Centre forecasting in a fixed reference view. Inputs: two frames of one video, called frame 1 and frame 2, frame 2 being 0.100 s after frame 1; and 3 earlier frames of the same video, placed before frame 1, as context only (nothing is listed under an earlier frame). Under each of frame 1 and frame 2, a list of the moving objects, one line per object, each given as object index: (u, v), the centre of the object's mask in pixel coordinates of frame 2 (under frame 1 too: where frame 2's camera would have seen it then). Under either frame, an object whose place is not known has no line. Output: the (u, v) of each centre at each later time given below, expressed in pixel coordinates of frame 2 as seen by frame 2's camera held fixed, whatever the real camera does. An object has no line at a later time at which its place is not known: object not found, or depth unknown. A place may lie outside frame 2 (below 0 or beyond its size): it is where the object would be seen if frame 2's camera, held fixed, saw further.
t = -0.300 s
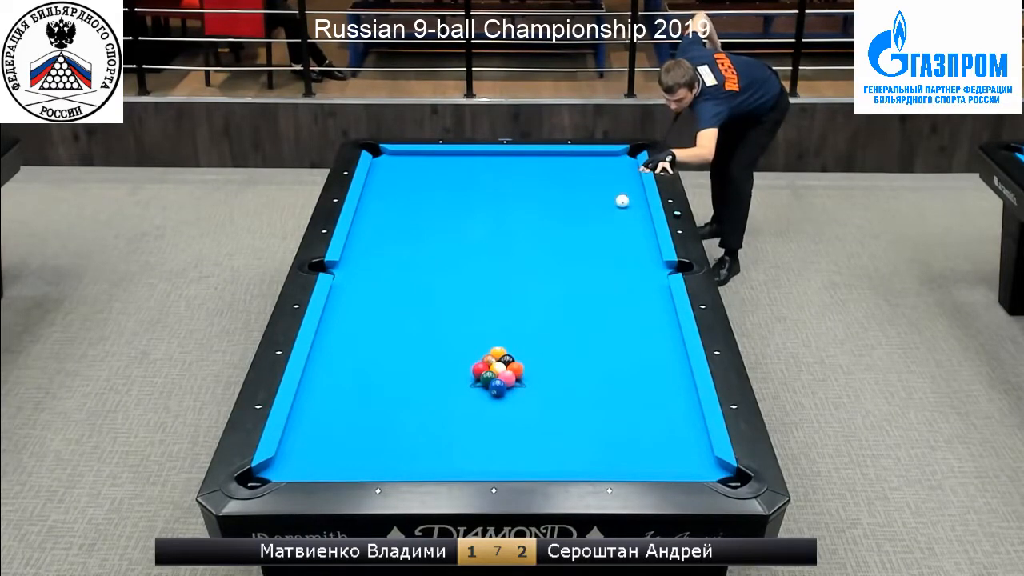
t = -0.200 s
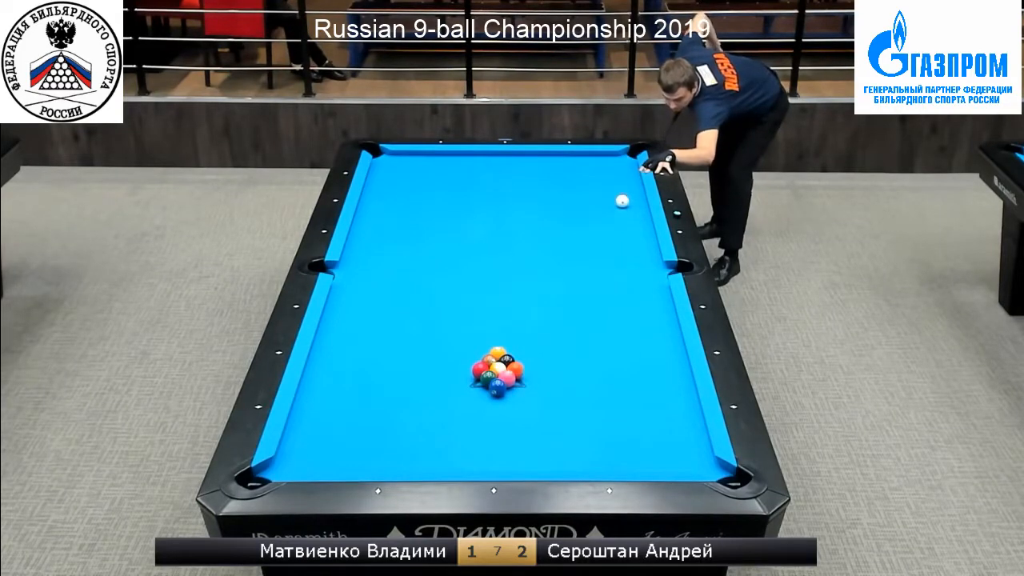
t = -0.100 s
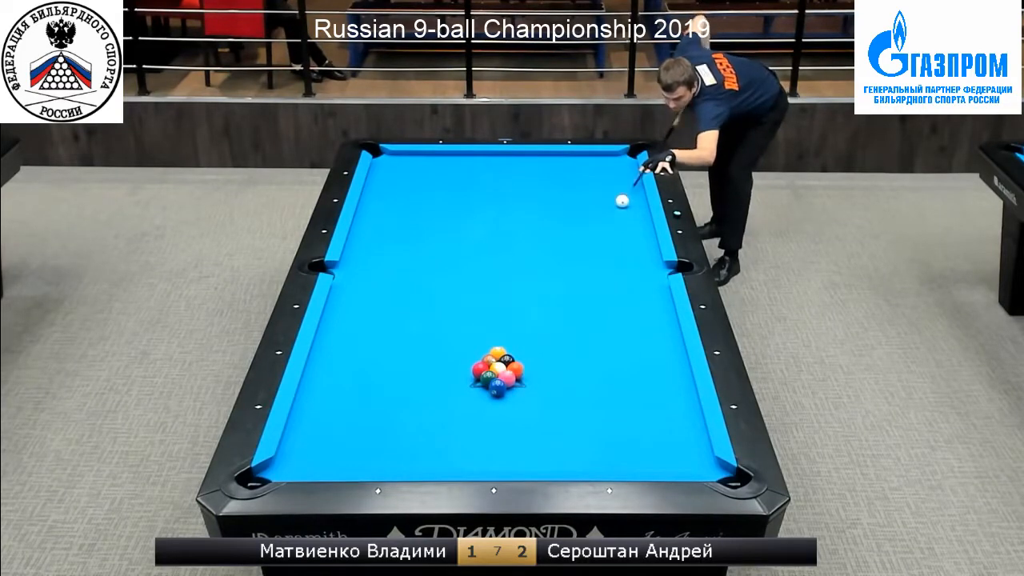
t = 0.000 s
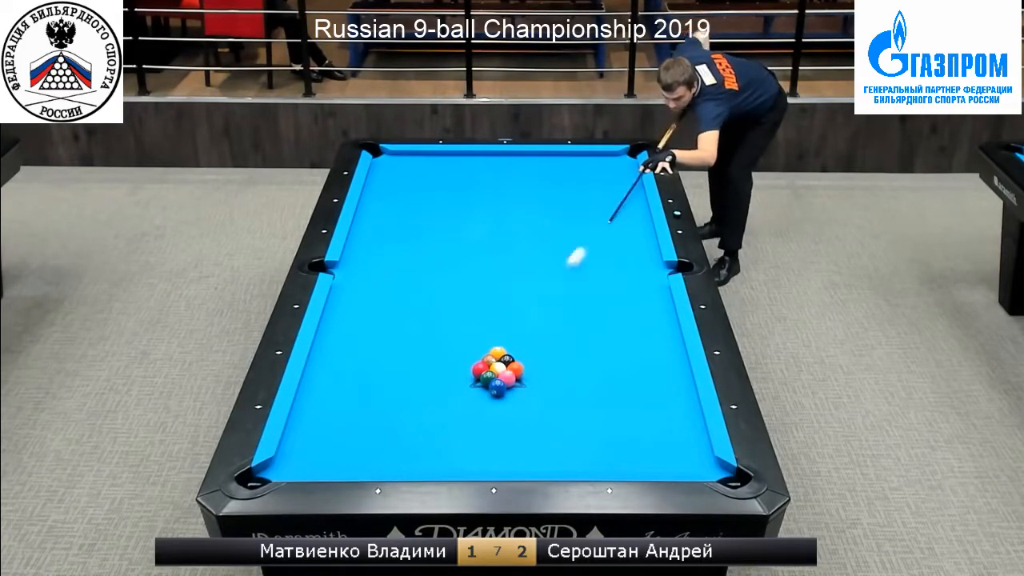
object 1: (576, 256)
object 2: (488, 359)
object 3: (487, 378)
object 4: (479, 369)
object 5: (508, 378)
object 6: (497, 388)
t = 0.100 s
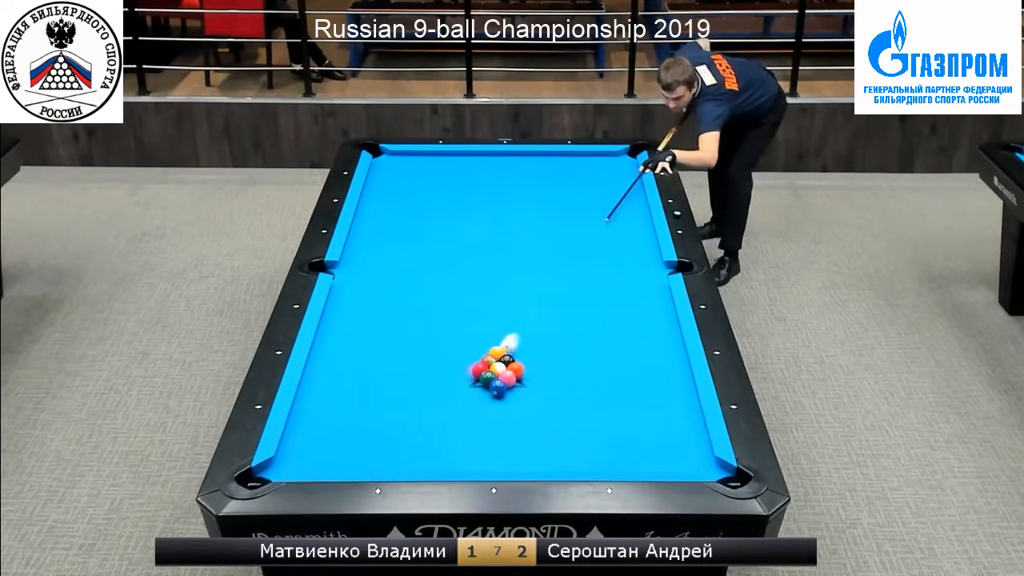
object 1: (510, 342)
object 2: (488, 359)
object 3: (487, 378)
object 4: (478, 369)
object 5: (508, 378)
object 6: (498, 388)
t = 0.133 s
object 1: (517, 347)
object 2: (475, 362)
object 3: (487, 383)
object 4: (439, 383)
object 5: (512, 384)
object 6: (506, 400)
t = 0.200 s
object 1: (536, 350)
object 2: (449, 359)
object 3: (483, 389)
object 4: (351, 413)
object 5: (524, 397)
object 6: (529, 429)
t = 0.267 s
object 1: (553, 353)
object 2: (425, 357)
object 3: (480, 394)
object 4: (303, 440)
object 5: (535, 407)
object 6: (550, 456)
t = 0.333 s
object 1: (568, 355)
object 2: (404, 355)
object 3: (477, 399)
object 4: (361, 456)
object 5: (545, 417)
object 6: (565, 459)
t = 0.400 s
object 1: (582, 356)
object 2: (385, 353)
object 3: (474, 404)
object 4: (417, 463)
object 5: (555, 427)
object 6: (574, 441)
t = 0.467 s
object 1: (596, 358)
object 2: (366, 351)
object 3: (471, 409)
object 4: (467, 452)
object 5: (555, 434)
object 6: (593, 428)
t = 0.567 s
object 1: (617, 361)
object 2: (338, 347)
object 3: (466, 416)
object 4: (532, 436)
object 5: (551, 444)
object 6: (624, 411)
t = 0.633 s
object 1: (631, 362)
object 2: (319, 346)
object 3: (463, 421)
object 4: (572, 426)
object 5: (549, 451)
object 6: (641, 402)
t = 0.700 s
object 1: (645, 364)
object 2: (332, 341)
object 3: (460, 426)
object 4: (607, 418)
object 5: (548, 458)
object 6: (659, 392)
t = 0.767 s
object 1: (659, 365)
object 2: (346, 338)
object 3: (457, 431)
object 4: (641, 410)
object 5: (546, 463)
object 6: (676, 384)
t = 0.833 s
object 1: (670, 365)
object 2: (356, 334)
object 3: (454, 437)
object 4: (673, 402)
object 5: (545, 462)
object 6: (683, 377)
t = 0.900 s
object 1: (670, 355)
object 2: (366, 331)
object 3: (450, 442)
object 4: (679, 393)
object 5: (543, 460)
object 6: (682, 379)
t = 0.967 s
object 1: (671, 346)
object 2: (376, 328)
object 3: (447, 446)
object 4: (648, 383)
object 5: (542, 456)
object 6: (683, 385)
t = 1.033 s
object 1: (674, 339)
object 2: (385, 325)
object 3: (444, 452)
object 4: (620, 374)
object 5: (541, 452)
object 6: (685, 386)
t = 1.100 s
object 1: (672, 332)
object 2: (395, 321)
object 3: (441, 457)
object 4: (596, 365)
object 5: (539, 448)
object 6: (686, 387)
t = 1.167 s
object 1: (668, 326)
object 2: (404, 318)
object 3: (438, 461)
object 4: (574, 357)
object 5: (539, 445)
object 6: (688, 388)
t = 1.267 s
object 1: (663, 317)
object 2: (418, 314)
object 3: (433, 465)
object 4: (554, 343)
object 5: (537, 439)
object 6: (688, 389)
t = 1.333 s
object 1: (659, 311)
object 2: (427, 311)
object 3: (432, 463)
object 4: (544, 334)
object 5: (536, 436)
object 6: (687, 390)
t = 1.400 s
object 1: (656, 306)
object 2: (435, 308)
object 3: (431, 461)
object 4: (535, 325)
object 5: (535, 432)
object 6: (687, 390)
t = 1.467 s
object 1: (653, 301)
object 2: (444, 305)
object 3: (430, 460)
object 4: (525, 317)
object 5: (533, 429)
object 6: (686, 390)
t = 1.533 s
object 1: (650, 295)
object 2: (452, 303)
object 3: (429, 457)
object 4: (516, 309)
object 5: (532, 426)
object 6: (687, 391)
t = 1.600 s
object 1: (647, 290)
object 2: (460, 300)
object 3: (428, 455)
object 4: (507, 301)
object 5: (531, 423)
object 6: (686, 391)
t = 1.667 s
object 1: (644, 285)
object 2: (468, 297)
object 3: (427, 452)
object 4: (499, 293)
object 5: (530, 420)
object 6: (686, 391)
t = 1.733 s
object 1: (642, 280)
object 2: (475, 295)
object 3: (426, 450)
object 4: (491, 286)
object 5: (529, 417)
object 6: (686, 390)
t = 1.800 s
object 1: (639, 276)
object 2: (483, 292)
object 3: (424, 447)
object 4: (483, 277)
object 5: (528, 414)
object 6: (686, 391)
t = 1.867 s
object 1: (636, 271)
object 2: (491, 290)
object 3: (424, 445)
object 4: (475, 271)
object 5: (528, 412)
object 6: (686, 390)
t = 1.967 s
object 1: (632, 265)
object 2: (502, 286)
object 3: (422, 442)
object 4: (464, 261)
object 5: (526, 408)
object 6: (686, 390)
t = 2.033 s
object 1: (630, 260)
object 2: (509, 284)
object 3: (422, 440)
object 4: (457, 255)
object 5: (526, 406)
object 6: (686, 390)
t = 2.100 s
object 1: (627, 256)
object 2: (516, 281)
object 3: (421, 438)
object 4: (449, 248)
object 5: (525, 403)
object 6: (686, 390)
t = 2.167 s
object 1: (625, 252)
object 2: (523, 279)
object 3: (420, 436)
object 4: (443, 242)
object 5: (524, 401)
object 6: (686, 390)
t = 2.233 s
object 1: (623, 248)
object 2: (529, 277)
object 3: (420, 435)
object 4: (436, 237)
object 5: (523, 399)
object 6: (686, 390)
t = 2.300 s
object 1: (621, 244)
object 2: (536, 275)
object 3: (419, 433)
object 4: (430, 230)
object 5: (522, 397)
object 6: (686, 390)
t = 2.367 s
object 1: (618, 241)
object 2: (542, 273)
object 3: (418, 431)
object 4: (424, 225)
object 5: (521, 395)
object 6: (686, 390)
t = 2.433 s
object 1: (616, 237)
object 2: (549, 271)
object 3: (418, 429)
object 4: (418, 219)
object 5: (521, 393)
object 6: (686, 390)
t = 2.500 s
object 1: (615, 233)
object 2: (555, 269)
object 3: (417, 428)
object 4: (412, 214)
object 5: (520, 392)
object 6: (686, 390)
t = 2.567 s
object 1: (612, 230)
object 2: (561, 267)
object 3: (417, 426)
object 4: (406, 209)
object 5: (520, 390)
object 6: (686, 390)
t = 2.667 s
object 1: (609, 225)
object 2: (570, 264)
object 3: (417, 425)
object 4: (398, 201)
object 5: (519, 387)
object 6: (686, 390)
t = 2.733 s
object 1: (608, 222)
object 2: (576, 262)
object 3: (416, 423)
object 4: (392, 197)
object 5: (518, 386)
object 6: (686, 390)
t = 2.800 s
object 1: (606, 219)
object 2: (581, 260)
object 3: (416, 422)
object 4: (388, 192)
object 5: (517, 384)
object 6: (686, 390)
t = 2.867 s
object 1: (604, 215)
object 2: (587, 258)
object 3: (416, 421)
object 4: (382, 187)
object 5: (517, 382)
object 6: (686, 390)
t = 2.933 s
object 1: (602, 212)
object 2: (592, 257)
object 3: (415, 420)
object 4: (378, 183)
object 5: (517, 381)
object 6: (686, 390)
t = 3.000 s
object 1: (601, 209)
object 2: (598, 255)
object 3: (416, 420)
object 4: (372, 179)
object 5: (517, 380)
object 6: (687, 391)
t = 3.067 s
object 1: (600, 206)
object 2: (603, 253)
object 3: (415, 420)
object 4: (373, 174)
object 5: (516, 379)
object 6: (687, 391)
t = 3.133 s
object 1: (598, 204)
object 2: (609, 251)
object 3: (415, 419)
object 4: (378, 171)
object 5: (516, 378)
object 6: (687, 391)
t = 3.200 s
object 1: (596, 201)
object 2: (613, 250)
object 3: (414, 417)
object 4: (382, 168)
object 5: (515, 377)
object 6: (686, 390)
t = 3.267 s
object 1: (595, 198)
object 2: (618, 248)
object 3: (414, 416)
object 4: (385, 164)
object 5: (515, 375)
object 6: (686, 390)
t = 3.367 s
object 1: (592, 195)
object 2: (626, 246)
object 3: (414, 416)
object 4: (390, 160)
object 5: (515, 374)
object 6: (686, 390)
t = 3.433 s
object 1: (591, 192)
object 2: (630, 245)
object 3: (413, 415)
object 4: (394, 157)
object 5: (515, 373)
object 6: (686, 390)
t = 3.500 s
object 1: (590, 189)
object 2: (635, 243)
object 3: (413, 415)
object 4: (397, 153)
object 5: (514, 372)
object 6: (686, 390)
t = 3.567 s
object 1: (588, 187)
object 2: (640, 242)
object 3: (413, 414)
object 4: (397, 154)
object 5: (514, 372)
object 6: (686, 390)
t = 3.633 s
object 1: (587, 185)
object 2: (644, 240)
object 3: (413, 414)
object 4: (397, 156)
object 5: (514, 371)
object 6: (686, 390)
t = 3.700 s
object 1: (586, 183)
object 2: (649, 239)
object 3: (413, 414)
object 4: (397, 158)
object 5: (514, 370)
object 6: (686, 390)
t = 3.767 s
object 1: (584, 180)
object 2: (648, 238)
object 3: (413, 414)
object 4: (397, 159)
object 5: (514, 370)
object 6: (686, 390)
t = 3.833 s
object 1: (583, 178)
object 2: (645, 237)
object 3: (413, 414)
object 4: (397, 161)
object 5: (514, 370)
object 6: (686, 390)
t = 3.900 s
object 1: (582, 176)
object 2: (642, 236)
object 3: (413, 414)
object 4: (397, 162)
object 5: (513, 370)
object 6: (686, 390)
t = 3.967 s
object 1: (581, 174)
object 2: (640, 235)
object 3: (413, 414)
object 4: (396, 164)
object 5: (513, 370)
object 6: (686, 390)
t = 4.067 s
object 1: (579, 171)
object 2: (636, 234)
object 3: (413, 414)
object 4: (396, 166)
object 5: (514, 370)
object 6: (686, 390)
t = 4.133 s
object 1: (578, 169)
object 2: (634, 233)
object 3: (413, 414)
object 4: (396, 167)
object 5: (514, 370)
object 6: (686, 390)
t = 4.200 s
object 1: (577, 167)
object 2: (632, 232)
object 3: (413, 414)
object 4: (396, 168)
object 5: (514, 370)
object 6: (686, 390)
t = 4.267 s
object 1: (577, 165)
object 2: (629, 232)
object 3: (413, 414)
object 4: (396, 169)
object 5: (514, 370)
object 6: (686, 390)
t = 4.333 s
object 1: (576, 163)
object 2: (627, 231)
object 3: (413, 414)
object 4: (395, 171)
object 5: (514, 370)
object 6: (686, 390)
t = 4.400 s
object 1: (575, 162)
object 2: (625, 231)
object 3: (413, 414)
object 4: (396, 173)
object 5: (514, 370)
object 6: (686, 390)
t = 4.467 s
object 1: (574, 160)
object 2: (623, 230)
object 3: (413, 414)
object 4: (396, 174)
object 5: (514, 370)
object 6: (686, 390)
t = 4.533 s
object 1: (573, 158)
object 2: (621, 229)
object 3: (413, 414)
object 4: (395, 175)
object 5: (514, 370)
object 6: (686, 390)
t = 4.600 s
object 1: (572, 157)
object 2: (620, 229)
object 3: (413, 414)
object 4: (395, 176)
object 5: (514, 370)
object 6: (686, 390)
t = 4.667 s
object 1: (571, 155)
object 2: (618, 228)
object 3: (413, 414)
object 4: (395, 177)
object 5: (514, 370)
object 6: (686, 390)
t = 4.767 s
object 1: (570, 154)
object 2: (616, 228)
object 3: (413, 414)
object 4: (395, 179)
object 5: (514, 370)
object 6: (686, 390)
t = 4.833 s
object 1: (570, 155)
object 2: (614, 227)
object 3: (413, 414)
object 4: (394, 180)
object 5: (514, 370)
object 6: (686, 390)
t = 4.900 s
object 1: (570, 156)
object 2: (613, 227)
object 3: (413, 414)
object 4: (394, 181)
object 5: (514, 370)
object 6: (686, 390)
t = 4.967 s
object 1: (569, 157)
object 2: (611, 226)
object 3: (413, 414)
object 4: (394, 182)
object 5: (514, 370)
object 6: (686, 390)
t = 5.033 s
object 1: (569, 158)
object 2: (610, 226)
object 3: (413, 414)
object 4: (394, 183)
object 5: (514, 370)
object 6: (686, 390)
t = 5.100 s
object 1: (569, 158)
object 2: (609, 225)
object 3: (413, 414)
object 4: (394, 184)
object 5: (514, 370)
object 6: (686, 390)
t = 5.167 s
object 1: (569, 159)
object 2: (608, 225)
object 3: (413, 414)
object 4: (394, 185)
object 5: (514, 370)
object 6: (686, 390)
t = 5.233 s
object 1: (569, 160)
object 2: (607, 225)
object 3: (413, 414)
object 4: (394, 186)
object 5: (514, 370)
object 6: (686, 390)
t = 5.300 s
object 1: (569, 161)
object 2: (606, 224)
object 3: (413, 414)
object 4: (394, 186)
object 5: (514, 370)
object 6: (686, 390)
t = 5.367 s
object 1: (569, 161)
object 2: (605, 224)
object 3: (413, 414)
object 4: (394, 187)
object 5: (514, 370)
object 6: (686, 390)
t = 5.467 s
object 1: (569, 162)
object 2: (604, 224)
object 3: (413, 414)
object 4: (394, 189)
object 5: (513, 370)
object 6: (686, 390)
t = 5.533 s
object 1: (569, 163)
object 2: (603, 224)
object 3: (413, 414)
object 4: (394, 189)
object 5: (514, 370)
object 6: (686, 390)
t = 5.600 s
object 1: (569, 164)
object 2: (602, 224)
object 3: (413, 414)
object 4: (394, 190)
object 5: (514, 370)
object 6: (686, 390)
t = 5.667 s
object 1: (568, 164)
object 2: (602, 224)
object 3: (413, 414)
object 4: (394, 191)
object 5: (514, 370)
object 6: (686, 390)
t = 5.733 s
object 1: (568, 165)
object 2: (601, 224)
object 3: (413, 414)
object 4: (394, 191)
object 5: (514, 370)
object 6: (686, 390)
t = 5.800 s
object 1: (568, 166)
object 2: (601, 224)
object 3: (413, 414)
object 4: (394, 192)
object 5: (513, 370)
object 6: (686, 390)
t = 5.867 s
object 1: (568, 166)
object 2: (601, 224)
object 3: (413, 414)
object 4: (394, 193)
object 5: (514, 370)
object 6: (686, 390)
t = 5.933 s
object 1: (568, 167)
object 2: (601, 224)
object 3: (413, 414)
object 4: (394, 193)
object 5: (514, 370)
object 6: (686, 390)
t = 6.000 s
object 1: (568, 167)
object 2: (600, 224)
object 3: (413, 414)
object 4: (394, 194)
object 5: (514, 370)
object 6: (686, 390)
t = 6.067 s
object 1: (568, 167)
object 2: (600, 224)
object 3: (413, 414)
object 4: (394, 194)
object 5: (514, 370)
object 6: (686, 390)
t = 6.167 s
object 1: (568, 168)
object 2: (600, 224)
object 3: (413, 414)
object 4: (394, 195)
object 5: (514, 370)
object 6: (686, 390)
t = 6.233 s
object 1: (568, 168)
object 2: (600, 224)
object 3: (413, 414)
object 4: (394, 195)
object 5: (514, 370)
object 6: (686, 390)
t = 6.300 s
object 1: (568, 169)
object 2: (600, 224)
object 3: (413, 414)
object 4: (394, 196)
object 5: (514, 370)
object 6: (686, 390)
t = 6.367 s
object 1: (569, 169)
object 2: (600, 224)
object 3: (413, 414)
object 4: (394, 196)
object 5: (514, 370)
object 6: (686, 390)
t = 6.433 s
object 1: (569, 169)
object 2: (600, 224)
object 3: (413, 414)
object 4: (394, 196)
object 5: (514, 370)
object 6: (686, 390)
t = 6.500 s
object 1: (569, 169)
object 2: (600, 224)
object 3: (413, 414)
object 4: (394, 196)
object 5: (514, 370)
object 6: (686, 390)
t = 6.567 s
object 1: (569, 169)
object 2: (600, 224)
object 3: (413, 414)
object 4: (394, 196)
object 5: (514, 370)
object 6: (686, 390)
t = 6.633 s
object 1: (569, 170)
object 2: (600, 224)
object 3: (413, 414)
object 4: (394, 197)
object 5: (514, 370)
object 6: (686, 390)
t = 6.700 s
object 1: (569, 170)
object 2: (600, 224)
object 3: (413, 414)
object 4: (394, 197)
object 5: (514, 370)
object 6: (686, 390)
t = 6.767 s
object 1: (569, 170)
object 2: (600, 224)
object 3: (413, 414)
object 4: (394, 197)
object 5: (514, 370)
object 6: (686, 390)
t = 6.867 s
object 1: (569, 170)
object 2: (600, 224)
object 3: (413, 414)
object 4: (394, 197)
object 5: (514, 370)
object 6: (686, 390)
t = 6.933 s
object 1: (569, 170)
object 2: (600, 224)
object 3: (413, 414)
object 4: (394, 197)
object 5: (514, 370)
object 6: (686, 390)
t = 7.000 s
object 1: (569, 170)
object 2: (600, 224)
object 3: (413, 414)
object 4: (394, 197)
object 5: (514, 370)
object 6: (686, 390)
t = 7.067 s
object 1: (569, 170)
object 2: (600, 224)
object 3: (413, 414)
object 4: (394, 197)
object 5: (514, 370)
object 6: (686, 390)
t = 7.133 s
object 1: (569, 170)
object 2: (600, 224)
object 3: (413, 414)
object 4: (394, 197)
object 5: (514, 370)
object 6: (686, 390)
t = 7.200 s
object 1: (569, 170)
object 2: (600, 224)
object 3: (413, 414)
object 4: (394, 197)
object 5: (514, 370)
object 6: (686, 390)
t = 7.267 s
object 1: (569, 170)
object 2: (600, 224)
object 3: (413, 414)
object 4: (394, 197)
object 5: (514, 370)
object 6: (686, 390)
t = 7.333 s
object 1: (569, 170)
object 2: (600, 224)
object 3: (413, 414)
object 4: (394, 197)
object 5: (514, 370)
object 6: (686, 390)
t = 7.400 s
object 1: (569, 170)
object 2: (600, 224)
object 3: (413, 414)
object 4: (394, 197)
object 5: (514, 370)
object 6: (686, 390)
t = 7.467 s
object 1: (569, 170)
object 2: (600, 224)
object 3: (413, 414)
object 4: (394, 197)
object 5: (514, 370)
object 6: (686, 390)
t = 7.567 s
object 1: (569, 170)
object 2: (600, 224)
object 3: (413, 414)
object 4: (394, 197)
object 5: (514, 370)
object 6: (686, 390)
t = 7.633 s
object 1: (569, 170)
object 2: (600, 224)
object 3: (413, 414)
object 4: (394, 197)
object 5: (514, 370)
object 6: (686, 390)
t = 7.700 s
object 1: (569, 170)
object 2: (600, 224)
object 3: (413, 414)
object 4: (394, 197)
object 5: (514, 370)
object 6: (686, 390)
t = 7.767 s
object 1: (569, 170)
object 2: (600, 224)
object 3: (413, 414)
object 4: (394, 197)
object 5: (514, 370)
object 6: (686, 390)
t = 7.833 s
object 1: (569, 169)
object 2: (600, 224)
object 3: (413, 414)
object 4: (394, 197)
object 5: (514, 370)
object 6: (686, 390)
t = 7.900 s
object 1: (569, 170)
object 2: (600, 224)
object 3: (413, 414)
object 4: (394, 197)
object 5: (514, 370)
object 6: (686, 390)
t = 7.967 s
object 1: (569, 170)
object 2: (600, 224)
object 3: (413, 414)
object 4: (394, 197)
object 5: (514, 370)
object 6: (686, 390)
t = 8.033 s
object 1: (569, 170)
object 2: (600, 224)
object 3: (413, 414)
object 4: (394, 197)
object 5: (514, 370)
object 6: (686, 390)
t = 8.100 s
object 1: (569, 170)
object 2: (600, 224)
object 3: (413, 414)
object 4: (394, 197)
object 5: (514, 370)
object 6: (686, 390)
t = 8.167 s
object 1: (569, 169)
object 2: (600, 224)
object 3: (413, 414)
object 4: (394, 197)
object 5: (514, 370)
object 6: (686, 390)
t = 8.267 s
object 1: (569, 169)
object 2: (600, 224)
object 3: (413, 414)
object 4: (394, 197)
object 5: (514, 370)
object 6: (686, 390)
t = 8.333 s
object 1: (569, 170)
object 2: (600, 224)
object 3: (413, 414)
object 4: (394, 197)
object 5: (514, 370)
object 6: (686, 390)
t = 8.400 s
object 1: (569, 169)
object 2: (600, 224)
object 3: (413, 414)
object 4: (394, 197)
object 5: (514, 370)
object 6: (686, 390)
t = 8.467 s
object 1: (569, 169)
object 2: (600, 224)
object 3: (413, 414)
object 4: (394, 197)
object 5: (514, 370)
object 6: (686, 390)
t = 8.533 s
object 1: (569, 170)
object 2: (600, 224)
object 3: (413, 414)
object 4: (394, 197)
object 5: (514, 370)
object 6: (686, 390)
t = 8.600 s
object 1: (569, 169)
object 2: (600, 224)
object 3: (413, 414)
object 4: (394, 197)
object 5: (514, 370)
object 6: (686, 390)
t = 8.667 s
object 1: (569, 169)
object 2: (600, 224)
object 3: (413, 414)
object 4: (394, 197)
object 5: (514, 370)
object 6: (686, 390)
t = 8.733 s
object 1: (569, 169)
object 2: (600, 224)
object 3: (413, 414)
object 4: (394, 197)
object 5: (514, 370)
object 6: (686, 390)
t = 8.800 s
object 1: (569, 169)
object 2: (600, 224)
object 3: (413, 414)
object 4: (394, 197)
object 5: (514, 370)
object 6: (686, 390)
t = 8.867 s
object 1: (569, 169)
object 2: (600, 224)
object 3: (413, 414)
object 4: (394, 197)
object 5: (514, 370)
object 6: (686, 390)
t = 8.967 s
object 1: (569, 169)
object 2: (600, 224)
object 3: (413, 414)
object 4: (394, 197)
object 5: (514, 370)
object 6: (686, 390)
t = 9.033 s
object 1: (569, 169)
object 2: (600, 224)
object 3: (413, 414)
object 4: (394, 197)
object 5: (514, 370)
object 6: (686, 390)
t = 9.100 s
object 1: (569, 169)
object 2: (600, 224)
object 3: (413, 414)
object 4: (394, 197)
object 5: (514, 370)
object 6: (686, 390)
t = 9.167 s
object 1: (569, 169)
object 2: (600, 224)
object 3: (413, 414)
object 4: (394, 197)
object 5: (514, 370)
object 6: (686, 390)
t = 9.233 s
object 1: (569, 169)
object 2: (600, 224)
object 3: (413, 414)
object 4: (394, 197)
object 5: (514, 370)
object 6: (686, 390)
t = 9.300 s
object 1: (569, 169)
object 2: (600, 224)
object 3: (413, 414)
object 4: (394, 197)
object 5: (514, 370)
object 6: (686, 390)
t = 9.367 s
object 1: (569, 169)
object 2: (600, 224)
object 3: (413, 414)
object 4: (394, 197)
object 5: (514, 370)
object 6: (686, 390)
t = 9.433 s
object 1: (569, 169)
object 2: (600, 224)
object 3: (413, 414)
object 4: (394, 197)
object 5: (514, 370)
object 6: (686, 390)
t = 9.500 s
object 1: (569, 169)
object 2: (600, 224)
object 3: (413, 414)
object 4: (394, 197)
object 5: (514, 370)
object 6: (686, 390)
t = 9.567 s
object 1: (569, 169)
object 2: (600, 224)
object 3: (413, 414)
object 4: (394, 197)
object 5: (514, 370)
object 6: (686, 390)
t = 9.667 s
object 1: (569, 169)
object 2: (600, 224)
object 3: (413, 414)
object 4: (394, 197)
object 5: (514, 370)
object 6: (686, 390)
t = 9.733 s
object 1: (569, 169)
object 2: (600, 224)
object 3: (413, 414)
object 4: (394, 197)
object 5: (514, 370)
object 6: (686, 390)
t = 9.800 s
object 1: (569, 169)
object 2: (600, 224)
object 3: (413, 414)
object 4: (394, 197)
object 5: (514, 370)
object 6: (686, 390)
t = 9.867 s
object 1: (569, 169)
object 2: (600, 224)
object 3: (413, 414)
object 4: (394, 197)
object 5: (514, 370)
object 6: (686, 390)
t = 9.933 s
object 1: (569, 169)
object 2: (600, 224)
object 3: (413, 414)
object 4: (394, 197)
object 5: (514, 370)
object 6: (686, 390)
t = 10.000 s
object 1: (569, 169)
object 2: (600, 224)
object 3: (413, 414)
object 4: (394, 197)
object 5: (514, 370)
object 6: (686, 390)
